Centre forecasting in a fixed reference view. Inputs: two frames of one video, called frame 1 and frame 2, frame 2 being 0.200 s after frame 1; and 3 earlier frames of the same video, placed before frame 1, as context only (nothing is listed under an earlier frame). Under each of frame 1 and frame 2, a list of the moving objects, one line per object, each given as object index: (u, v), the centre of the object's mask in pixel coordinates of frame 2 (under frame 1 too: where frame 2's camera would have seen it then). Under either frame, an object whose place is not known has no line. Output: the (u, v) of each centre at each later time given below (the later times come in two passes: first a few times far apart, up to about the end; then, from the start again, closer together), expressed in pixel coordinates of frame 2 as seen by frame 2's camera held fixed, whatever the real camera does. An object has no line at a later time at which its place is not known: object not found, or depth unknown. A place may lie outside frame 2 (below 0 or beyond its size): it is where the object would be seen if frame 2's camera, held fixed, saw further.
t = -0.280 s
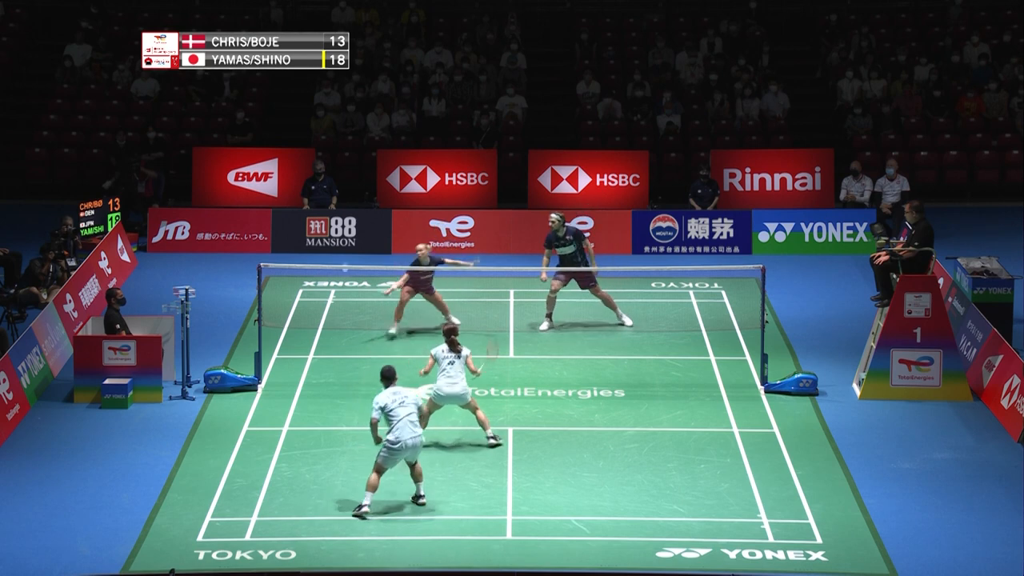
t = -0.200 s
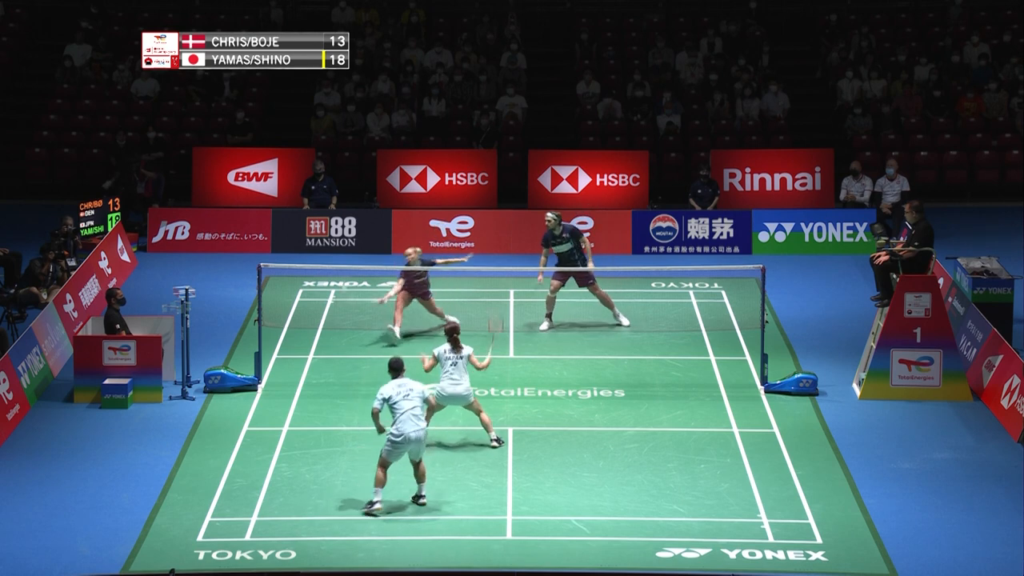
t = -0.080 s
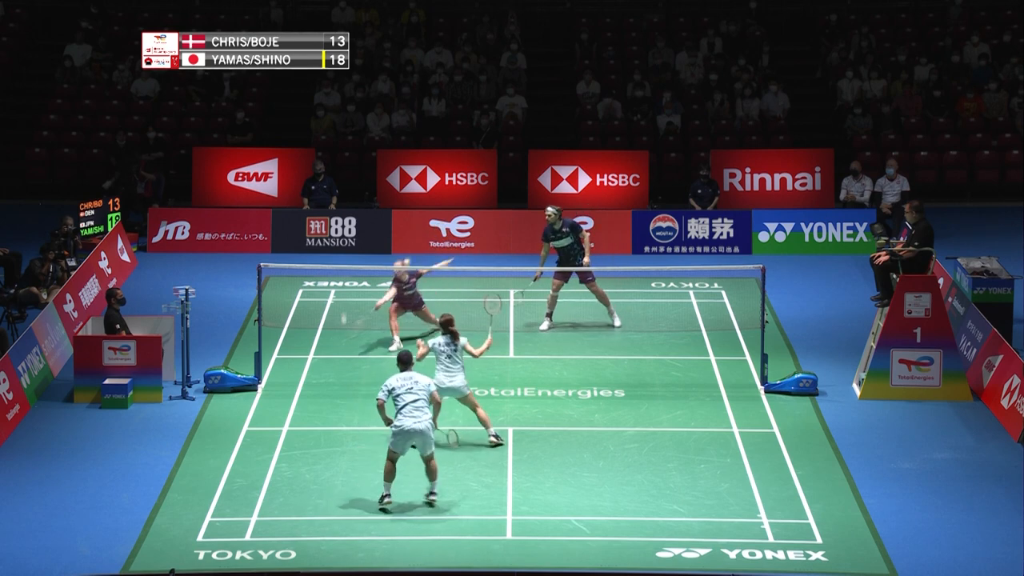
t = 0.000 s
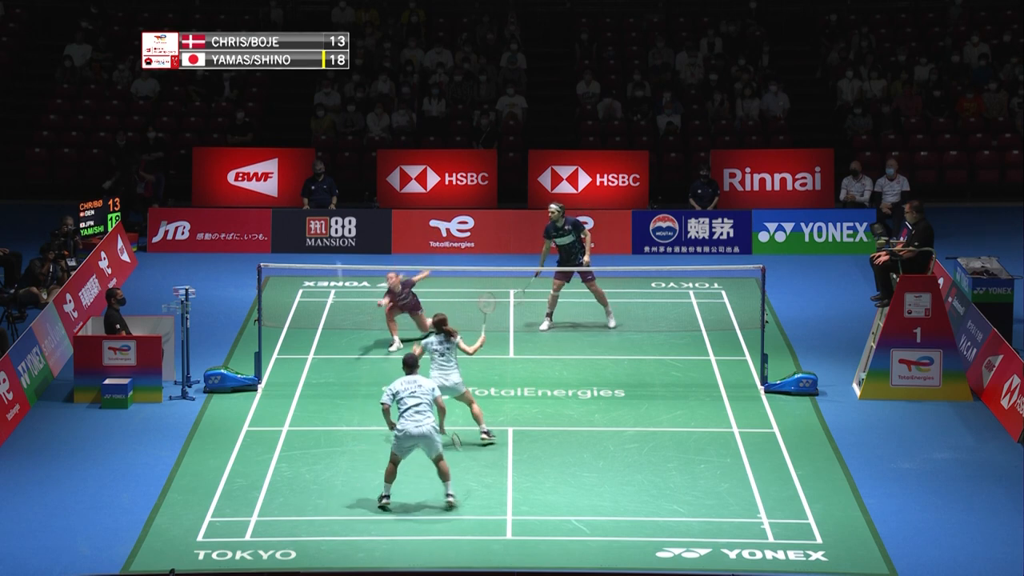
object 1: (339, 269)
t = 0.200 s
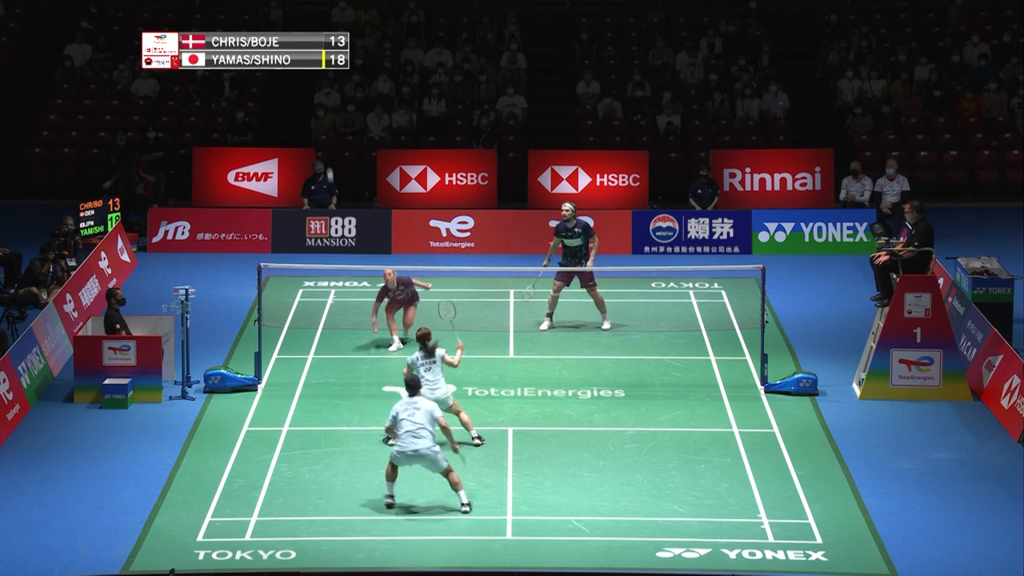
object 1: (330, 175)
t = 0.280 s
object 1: (327, 154)
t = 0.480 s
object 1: (324, 133)
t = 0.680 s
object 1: (321, 147)
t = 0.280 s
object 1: (327, 154)
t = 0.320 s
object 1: (327, 147)
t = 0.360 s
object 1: (326, 141)
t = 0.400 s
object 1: (325, 137)
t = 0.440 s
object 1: (324, 135)
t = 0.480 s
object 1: (324, 133)
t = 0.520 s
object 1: (323, 133)
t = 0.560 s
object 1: (323, 135)
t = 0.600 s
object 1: (322, 138)
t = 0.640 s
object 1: (322, 142)
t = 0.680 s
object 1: (321, 147)
